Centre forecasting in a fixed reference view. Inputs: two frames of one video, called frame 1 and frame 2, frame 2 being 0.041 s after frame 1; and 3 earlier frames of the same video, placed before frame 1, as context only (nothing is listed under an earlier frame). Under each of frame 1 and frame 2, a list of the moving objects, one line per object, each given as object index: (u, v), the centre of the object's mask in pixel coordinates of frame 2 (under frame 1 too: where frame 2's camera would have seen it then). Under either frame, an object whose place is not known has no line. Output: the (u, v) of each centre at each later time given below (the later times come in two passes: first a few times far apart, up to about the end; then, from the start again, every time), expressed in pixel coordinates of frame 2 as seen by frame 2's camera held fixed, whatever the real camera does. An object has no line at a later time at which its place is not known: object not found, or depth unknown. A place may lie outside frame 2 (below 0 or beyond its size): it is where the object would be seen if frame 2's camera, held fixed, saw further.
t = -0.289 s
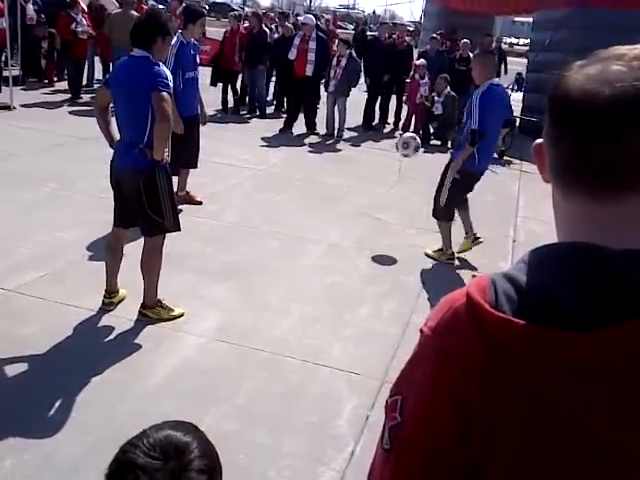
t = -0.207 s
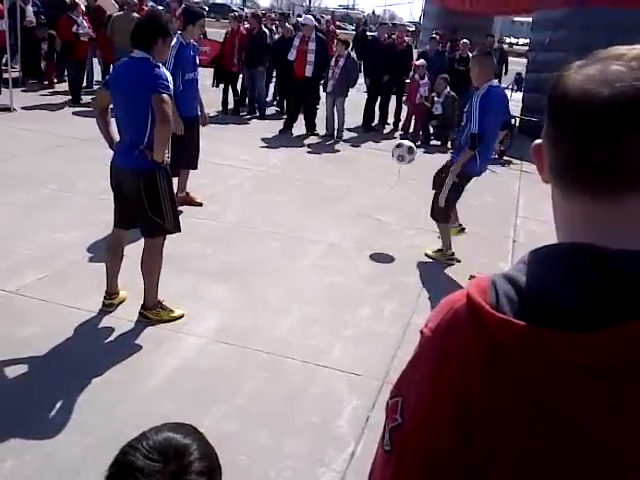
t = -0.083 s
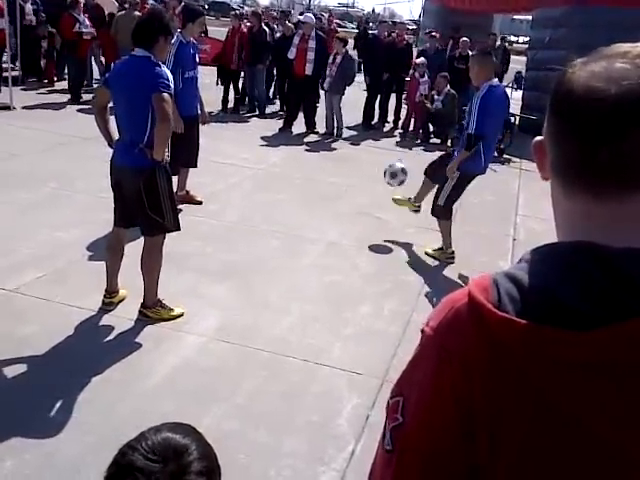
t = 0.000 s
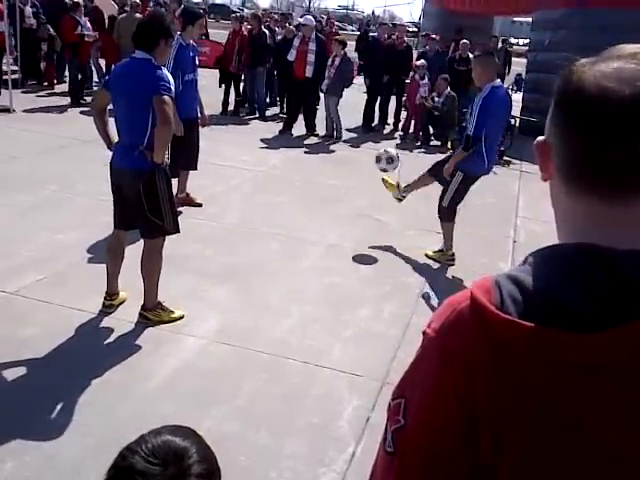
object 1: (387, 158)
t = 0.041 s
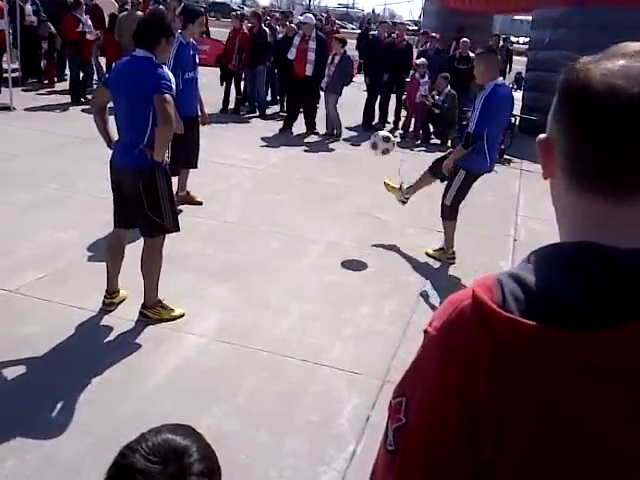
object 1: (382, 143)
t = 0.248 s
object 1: (353, 89)
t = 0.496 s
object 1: (300, 90)
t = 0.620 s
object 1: (269, 124)
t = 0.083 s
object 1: (376, 129)
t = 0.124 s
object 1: (371, 117)
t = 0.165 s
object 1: (365, 106)
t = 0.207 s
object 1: (359, 96)
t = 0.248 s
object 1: (353, 89)
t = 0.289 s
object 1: (344, 83)
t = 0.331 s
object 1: (336, 81)
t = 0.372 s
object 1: (328, 79)
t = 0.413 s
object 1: (319, 80)
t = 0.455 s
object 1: (310, 84)
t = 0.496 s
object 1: (300, 90)
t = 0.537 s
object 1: (290, 99)
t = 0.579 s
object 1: (280, 110)
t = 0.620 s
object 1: (269, 124)
